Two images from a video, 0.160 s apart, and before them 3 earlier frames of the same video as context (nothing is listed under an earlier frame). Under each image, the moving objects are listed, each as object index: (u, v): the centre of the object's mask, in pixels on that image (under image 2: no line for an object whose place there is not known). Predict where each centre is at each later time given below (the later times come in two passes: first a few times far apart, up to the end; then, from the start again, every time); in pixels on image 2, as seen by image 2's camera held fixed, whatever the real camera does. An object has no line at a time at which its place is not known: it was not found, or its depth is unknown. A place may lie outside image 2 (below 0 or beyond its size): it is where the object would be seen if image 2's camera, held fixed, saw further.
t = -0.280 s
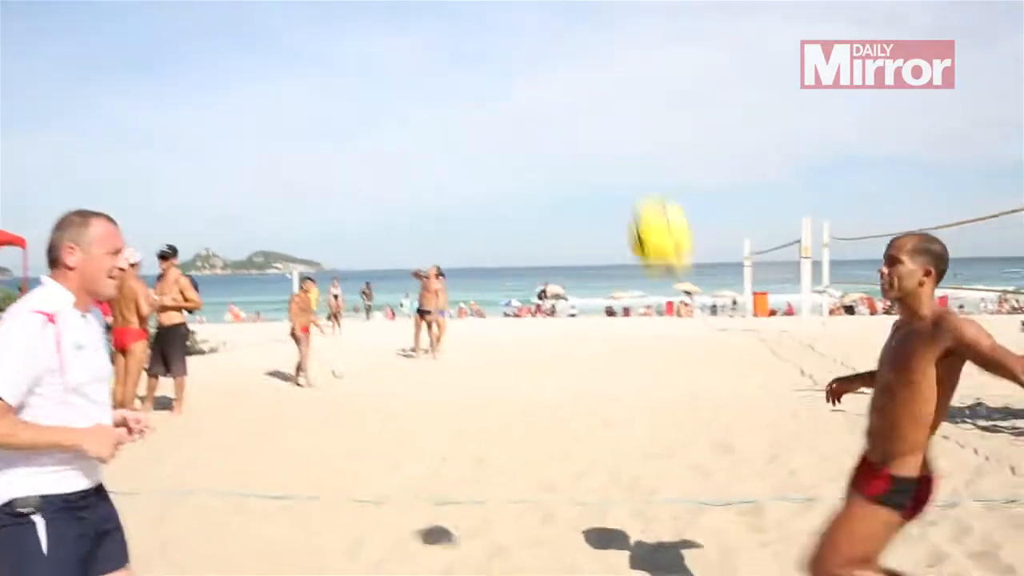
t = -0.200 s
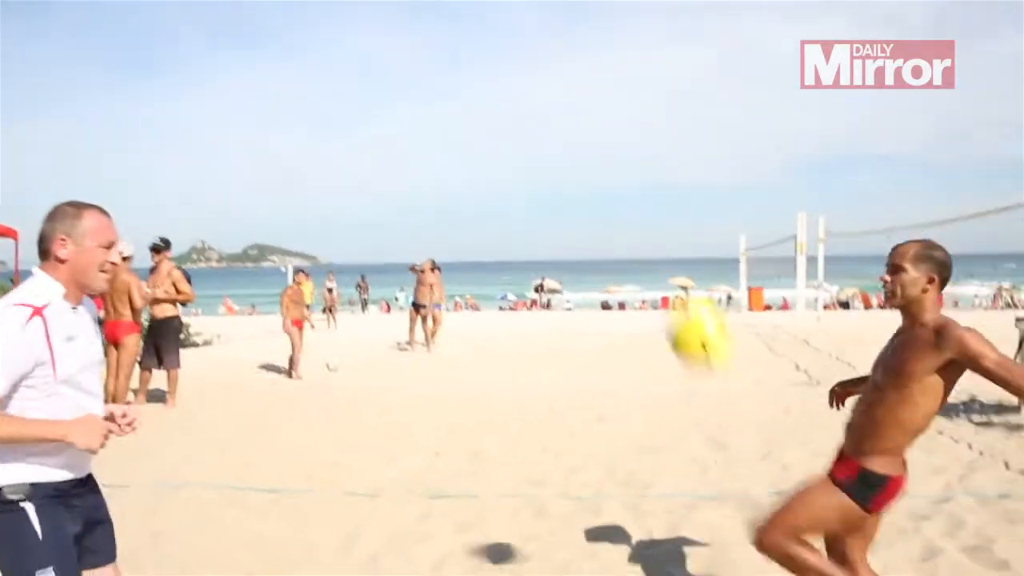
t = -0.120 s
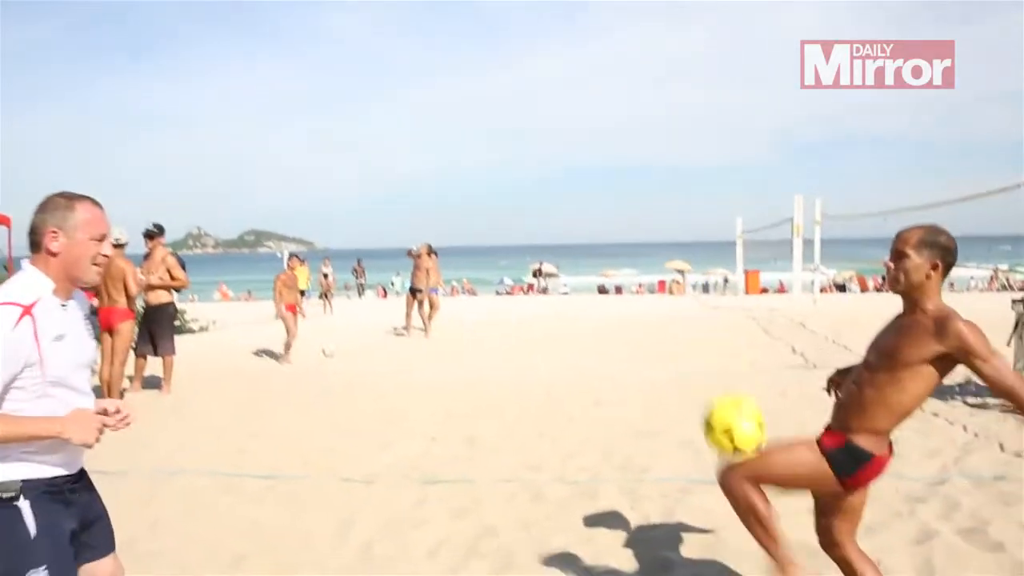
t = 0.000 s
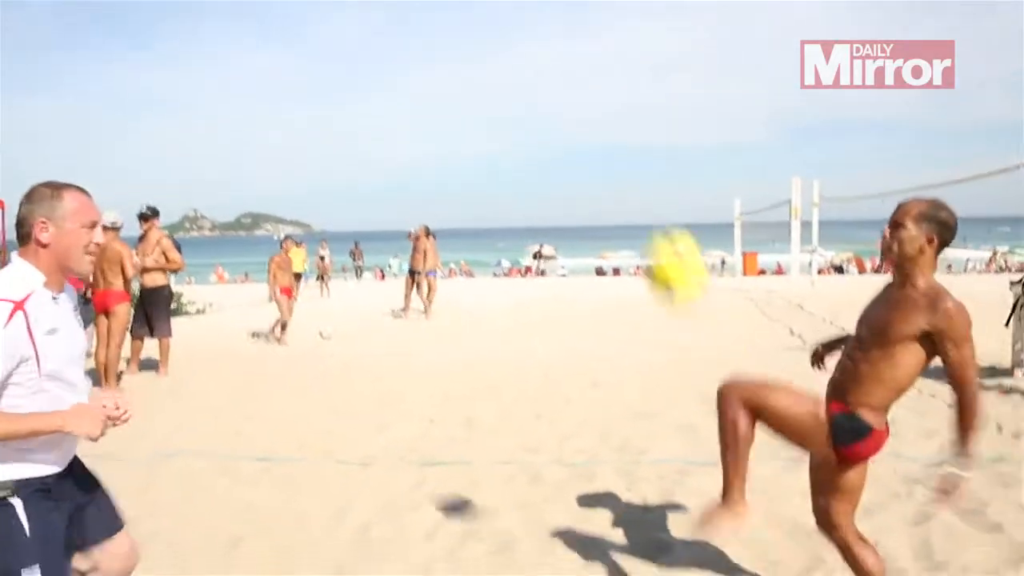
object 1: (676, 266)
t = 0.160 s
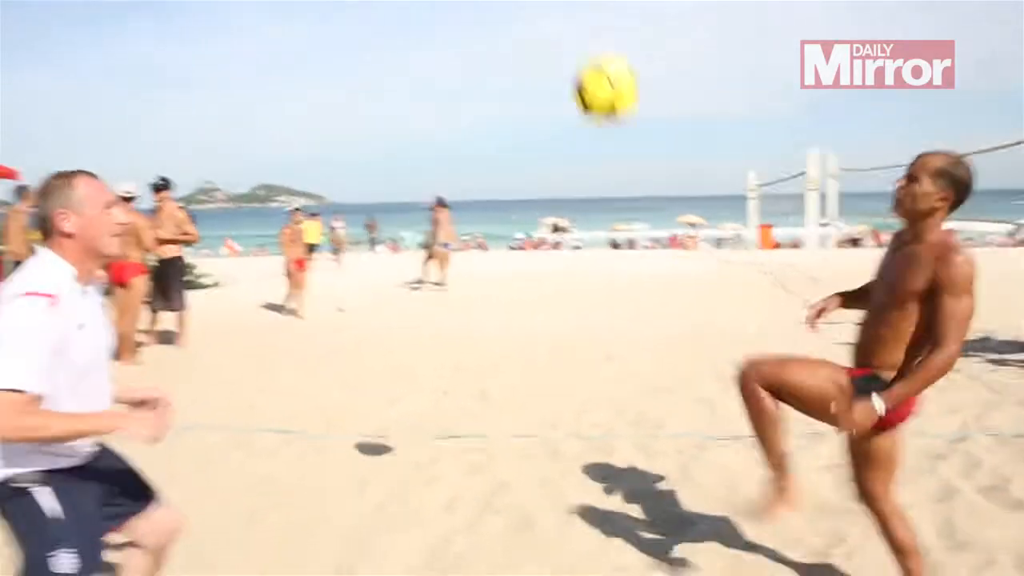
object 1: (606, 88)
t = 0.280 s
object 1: (539, 17)
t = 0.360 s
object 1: (497, -7)
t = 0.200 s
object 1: (583, 58)
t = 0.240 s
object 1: (561, 35)
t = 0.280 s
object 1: (539, 17)
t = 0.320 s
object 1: (517, 3)
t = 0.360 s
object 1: (497, -7)
